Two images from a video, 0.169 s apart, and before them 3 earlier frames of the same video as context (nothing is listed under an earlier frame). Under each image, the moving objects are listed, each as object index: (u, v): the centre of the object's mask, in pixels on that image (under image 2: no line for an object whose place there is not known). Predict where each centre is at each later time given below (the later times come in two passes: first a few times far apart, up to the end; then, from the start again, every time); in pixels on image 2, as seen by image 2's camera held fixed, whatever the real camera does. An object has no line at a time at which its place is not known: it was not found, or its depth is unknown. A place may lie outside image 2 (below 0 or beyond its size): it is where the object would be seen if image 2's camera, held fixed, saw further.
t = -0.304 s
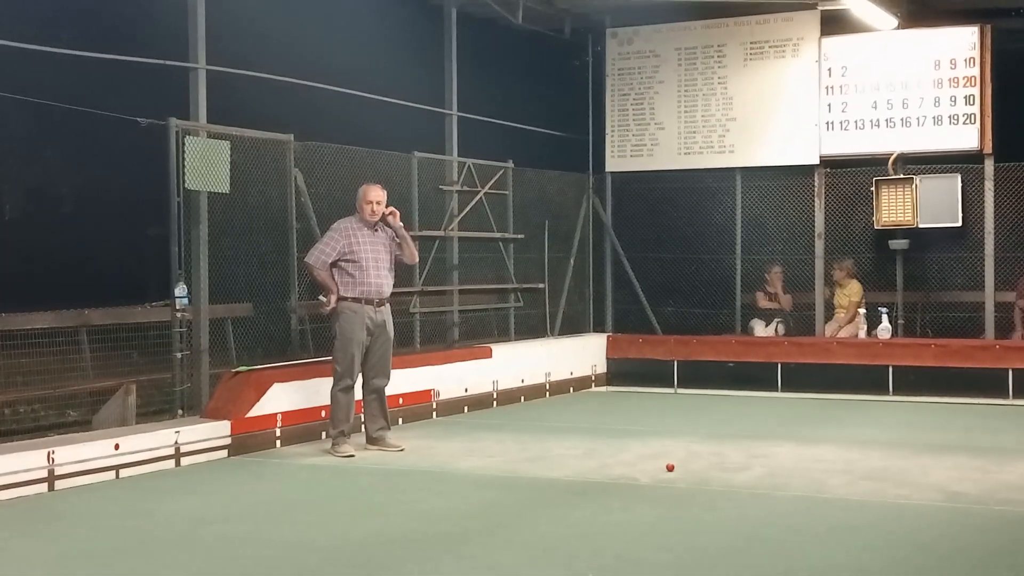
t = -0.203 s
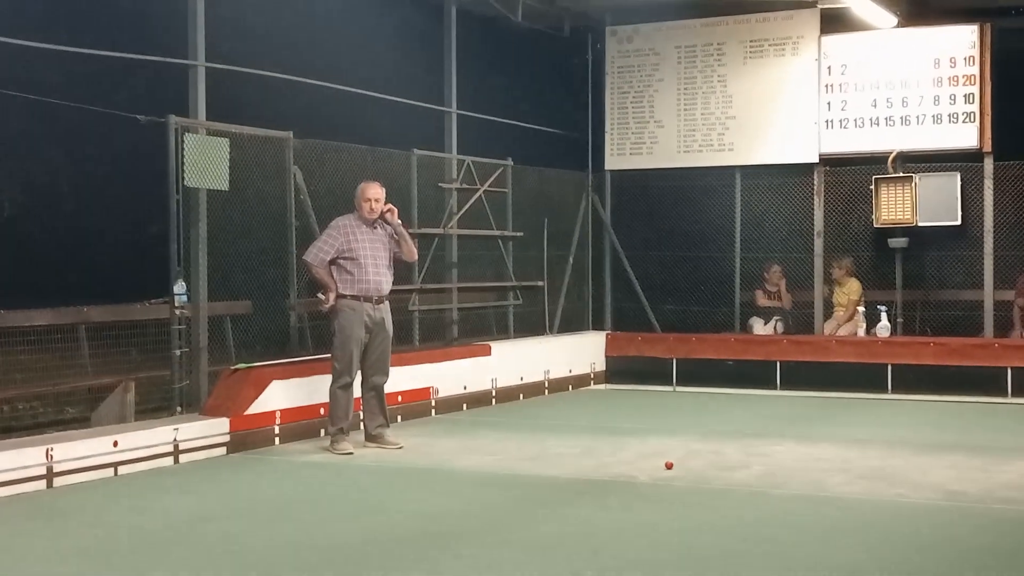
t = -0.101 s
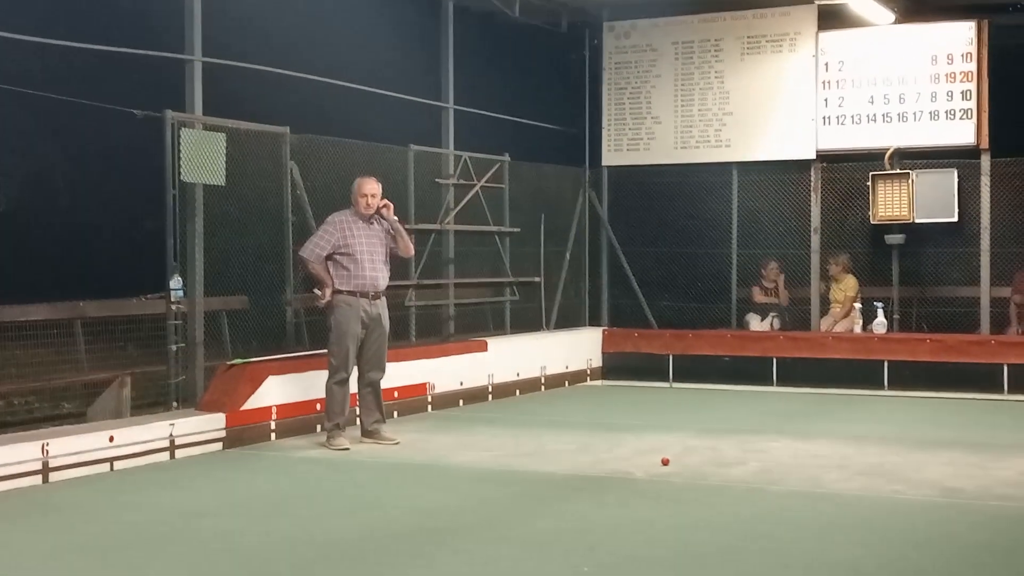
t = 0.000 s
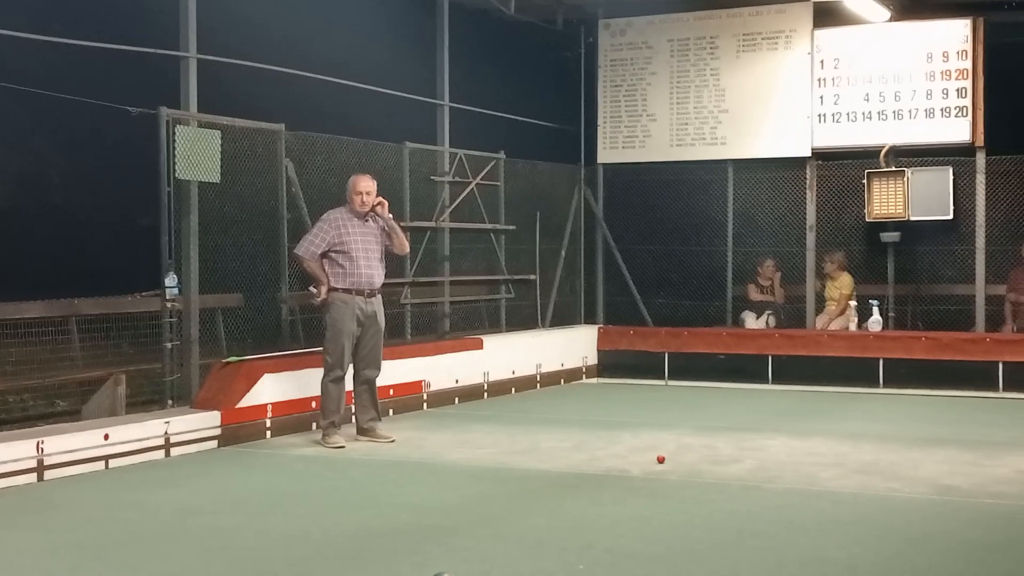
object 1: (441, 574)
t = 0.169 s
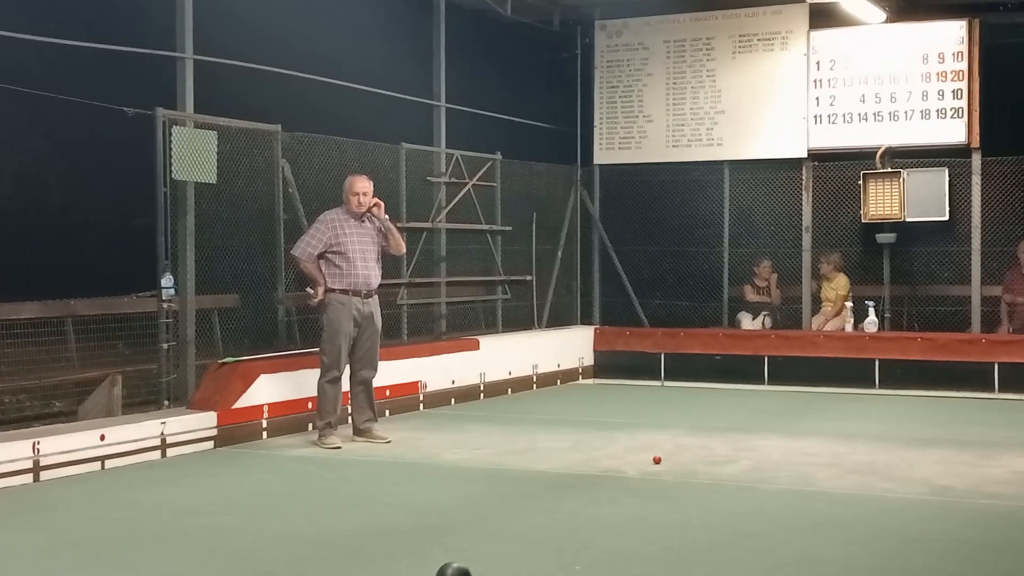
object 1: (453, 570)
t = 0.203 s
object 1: (456, 569)
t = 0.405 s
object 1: (471, 563)
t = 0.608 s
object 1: (484, 556)
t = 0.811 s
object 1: (495, 546)
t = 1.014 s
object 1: (506, 537)
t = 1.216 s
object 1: (516, 529)
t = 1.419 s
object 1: (525, 522)
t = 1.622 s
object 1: (533, 514)
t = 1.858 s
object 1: (543, 508)
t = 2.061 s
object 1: (549, 503)
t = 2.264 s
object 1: (556, 498)
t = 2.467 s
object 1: (561, 493)
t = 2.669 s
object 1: (567, 489)
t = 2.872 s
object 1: (571, 485)
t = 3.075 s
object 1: (576, 481)
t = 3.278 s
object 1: (579, 478)
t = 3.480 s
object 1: (582, 475)
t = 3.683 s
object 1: (585, 472)
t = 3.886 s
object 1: (588, 470)
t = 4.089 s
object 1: (589, 467)
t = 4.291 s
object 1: (591, 466)
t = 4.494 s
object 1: (593, 464)
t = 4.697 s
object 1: (594, 462)
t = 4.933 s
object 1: (596, 460)
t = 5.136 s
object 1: (598, 459)
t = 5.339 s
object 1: (600, 458)
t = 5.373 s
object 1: (600, 458)
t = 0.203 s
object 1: (456, 569)
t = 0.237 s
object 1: (458, 568)
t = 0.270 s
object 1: (461, 567)
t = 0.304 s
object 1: (464, 567)
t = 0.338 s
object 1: (466, 566)
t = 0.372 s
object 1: (469, 565)
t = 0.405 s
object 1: (471, 563)
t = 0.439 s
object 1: (473, 563)
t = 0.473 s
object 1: (476, 562)
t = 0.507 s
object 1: (478, 560)
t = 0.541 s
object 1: (480, 559)
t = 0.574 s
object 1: (482, 558)
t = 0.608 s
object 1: (484, 556)
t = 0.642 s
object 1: (486, 554)
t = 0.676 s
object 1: (487, 553)
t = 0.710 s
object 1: (489, 551)
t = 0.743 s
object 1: (491, 549)
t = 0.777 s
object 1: (493, 547)
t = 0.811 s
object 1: (495, 546)
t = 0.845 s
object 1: (497, 544)
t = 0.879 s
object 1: (499, 543)
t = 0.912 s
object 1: (501, 541)
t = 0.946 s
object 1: (503, 540)
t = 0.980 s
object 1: (504, 539)
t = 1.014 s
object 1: (506, 537)
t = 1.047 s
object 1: (508, 536)
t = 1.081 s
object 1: (509, 535)
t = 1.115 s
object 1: (511, 533)
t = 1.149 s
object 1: (513, 532)
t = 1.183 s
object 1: (514, 530)
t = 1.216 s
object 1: (516, 529)
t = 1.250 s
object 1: (518, 528)
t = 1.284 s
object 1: (519, 527)
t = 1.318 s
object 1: (520, 525)
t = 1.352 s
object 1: (522, 524)
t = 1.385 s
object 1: (524, 523)
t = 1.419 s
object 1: (525, 522)
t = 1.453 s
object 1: (527, 521)
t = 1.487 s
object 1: (528, 519)
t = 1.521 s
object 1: (529, 518)
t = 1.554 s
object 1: (531, 517)
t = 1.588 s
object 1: (532, 516)
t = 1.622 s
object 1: (533, 514)
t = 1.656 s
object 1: (535, 513)
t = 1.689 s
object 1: (536, 512)
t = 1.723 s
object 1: (537, 511)
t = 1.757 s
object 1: (539, 510)
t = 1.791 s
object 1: (540, 510)
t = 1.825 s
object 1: (541, 509)
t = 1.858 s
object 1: (543, 508)
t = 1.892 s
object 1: (544, 507)
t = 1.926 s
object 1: (545, 506)
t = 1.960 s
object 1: (546, 505)
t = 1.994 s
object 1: (547, 504)
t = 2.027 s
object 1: (548, 504)
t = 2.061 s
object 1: (549, 503)
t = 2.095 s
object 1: (551, 502)
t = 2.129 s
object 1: (552, 501)
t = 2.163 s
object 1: (553, 500)
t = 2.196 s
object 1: (554, 499)
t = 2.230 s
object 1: (555, 499)
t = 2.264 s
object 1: (556, 498)
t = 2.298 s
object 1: (557, 497)
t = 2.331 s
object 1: (558, 496)
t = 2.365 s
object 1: (559, 495)
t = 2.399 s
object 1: (560, 495)
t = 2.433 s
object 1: (561, 494)
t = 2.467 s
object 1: (561, 493)
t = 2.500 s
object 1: (563, 492)
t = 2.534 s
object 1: (563, 492)
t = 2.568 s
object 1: (564, 491)
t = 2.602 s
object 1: (565, 490)
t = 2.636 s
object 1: (566, 489)
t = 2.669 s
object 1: (567, 489)
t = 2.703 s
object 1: (567, 488)
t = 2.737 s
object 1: (568, 487)
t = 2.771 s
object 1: (569, 487)
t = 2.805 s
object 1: (570, 486)
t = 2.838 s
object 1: (570, 485)
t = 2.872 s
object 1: (571, 485)
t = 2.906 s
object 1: (572, 484)
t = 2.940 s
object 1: (573, 483)
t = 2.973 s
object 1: (573, 483)
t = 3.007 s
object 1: (574, 482)
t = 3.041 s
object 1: (575, 482)
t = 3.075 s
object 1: (576, 481)
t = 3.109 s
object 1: (576, 481)
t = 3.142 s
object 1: (577, 480)
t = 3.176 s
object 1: (578, 480)
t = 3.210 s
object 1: (578, 479)
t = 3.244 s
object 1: (579, 479)
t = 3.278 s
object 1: (579, 478)
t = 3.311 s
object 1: (580, 478)
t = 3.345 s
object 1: (580, 477)
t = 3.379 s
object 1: (581, 477)
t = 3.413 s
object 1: (581, 477)
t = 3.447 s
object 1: (582, 476)
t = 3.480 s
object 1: (582, 475)
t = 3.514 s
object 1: (583, 475)
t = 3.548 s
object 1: (583, 474)
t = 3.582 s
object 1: (584, 474)
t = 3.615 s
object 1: (584, 473)
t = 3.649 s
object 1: (585, 473)
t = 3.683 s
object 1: (585, 472)
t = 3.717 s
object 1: (585, 472)
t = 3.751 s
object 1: (586, 471)
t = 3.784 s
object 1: (586, 471)
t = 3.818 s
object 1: (587, 470)
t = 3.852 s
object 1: (587, 470)
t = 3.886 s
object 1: (588, 470)
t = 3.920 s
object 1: (588, 469)
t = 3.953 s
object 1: (588, 469)
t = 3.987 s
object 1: (588, 469)
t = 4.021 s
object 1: (589, 468)
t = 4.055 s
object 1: (589, 468)
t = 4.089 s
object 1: (589, 467)
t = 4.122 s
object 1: (590, 467)
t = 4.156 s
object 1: (590, 467)
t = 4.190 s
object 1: (590, 466)
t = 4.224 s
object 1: (590, 466)
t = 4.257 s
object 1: (591, 466)
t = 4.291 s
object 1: (591, 466)
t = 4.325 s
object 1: (592, 465)
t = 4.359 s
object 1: (592, 465)
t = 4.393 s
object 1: (592, 464)
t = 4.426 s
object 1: (592, 464)
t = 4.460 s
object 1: (593, 464)
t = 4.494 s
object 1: (593, 464)
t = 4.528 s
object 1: (593, 463)
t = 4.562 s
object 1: (593, 463)
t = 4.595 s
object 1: (593, 463)
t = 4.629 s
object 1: (594, 462)
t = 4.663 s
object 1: (594, 462)
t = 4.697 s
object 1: (594, 462)
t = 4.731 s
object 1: (594, 462)
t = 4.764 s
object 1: (595, 461)
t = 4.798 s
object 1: (595, 461)
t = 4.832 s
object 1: (595, 461)
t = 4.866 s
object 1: (596, 461)
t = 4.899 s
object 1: (596, 460)
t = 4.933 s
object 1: (596, 460)
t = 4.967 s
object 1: (596, 460)
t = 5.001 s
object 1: (597, 460)
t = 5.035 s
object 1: (597, 459)
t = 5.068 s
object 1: (597, 459)
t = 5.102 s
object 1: (597, 459)
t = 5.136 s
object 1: (598, 459)
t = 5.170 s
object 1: (598, 459)
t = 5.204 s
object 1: (598, 458)
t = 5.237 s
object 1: (599, 458)
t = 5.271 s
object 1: (599, 458)
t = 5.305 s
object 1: (599, 458)
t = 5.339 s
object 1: (600, 458)
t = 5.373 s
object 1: (600, 458)
